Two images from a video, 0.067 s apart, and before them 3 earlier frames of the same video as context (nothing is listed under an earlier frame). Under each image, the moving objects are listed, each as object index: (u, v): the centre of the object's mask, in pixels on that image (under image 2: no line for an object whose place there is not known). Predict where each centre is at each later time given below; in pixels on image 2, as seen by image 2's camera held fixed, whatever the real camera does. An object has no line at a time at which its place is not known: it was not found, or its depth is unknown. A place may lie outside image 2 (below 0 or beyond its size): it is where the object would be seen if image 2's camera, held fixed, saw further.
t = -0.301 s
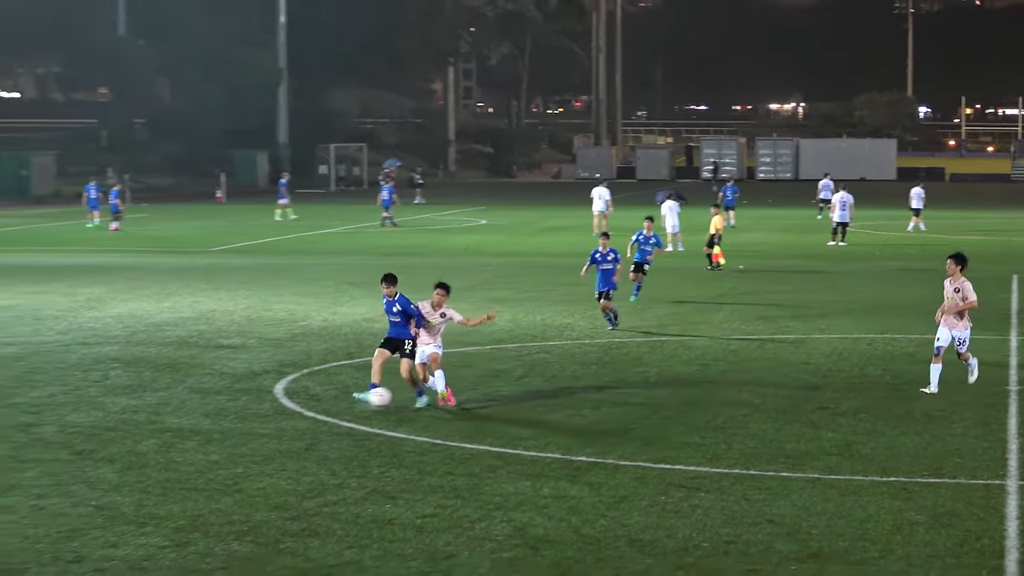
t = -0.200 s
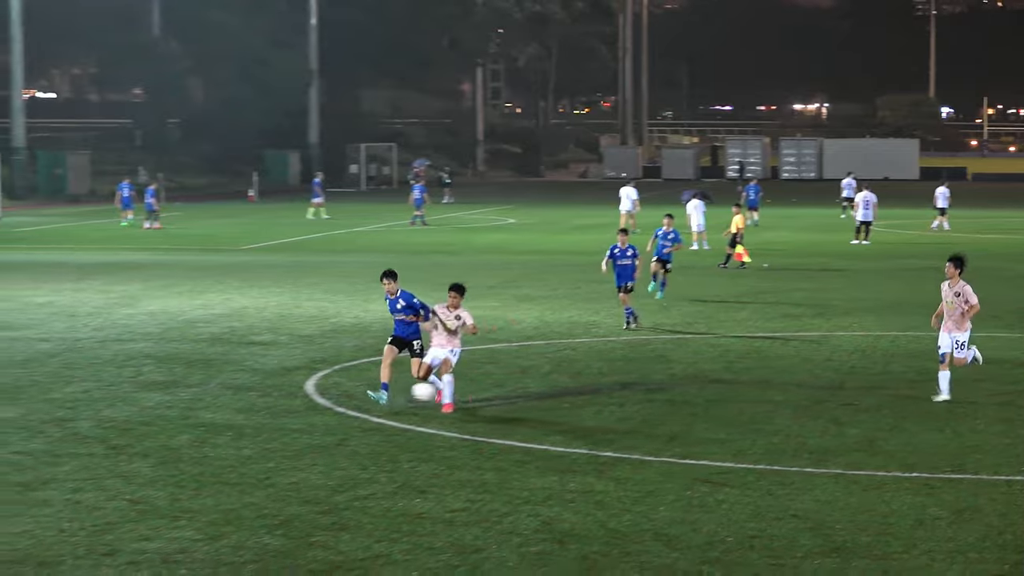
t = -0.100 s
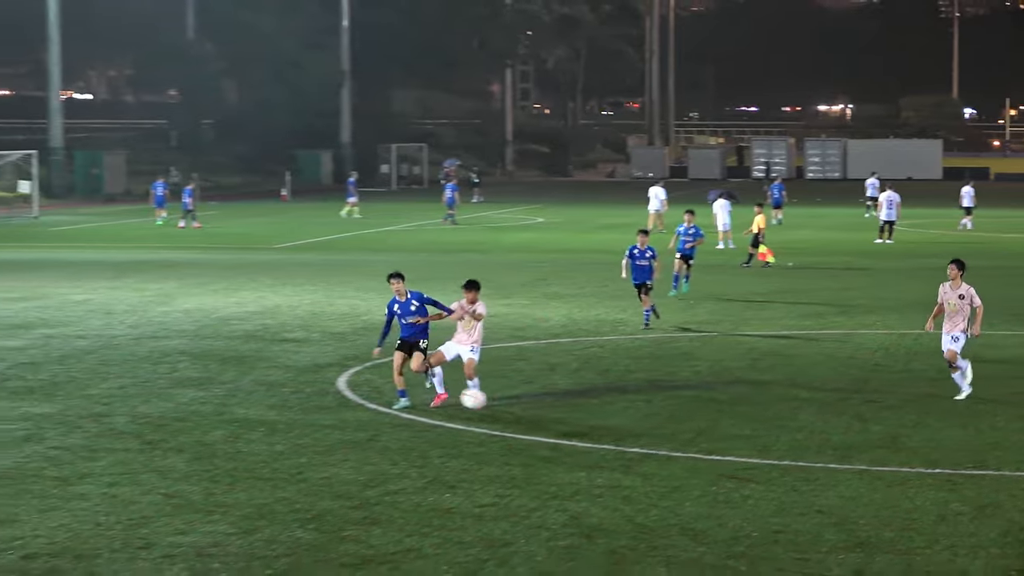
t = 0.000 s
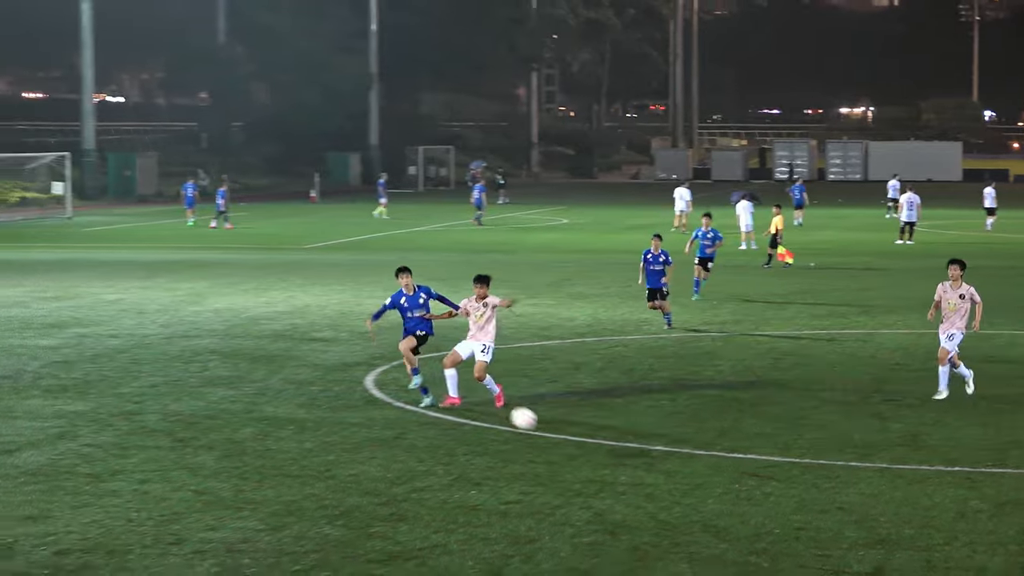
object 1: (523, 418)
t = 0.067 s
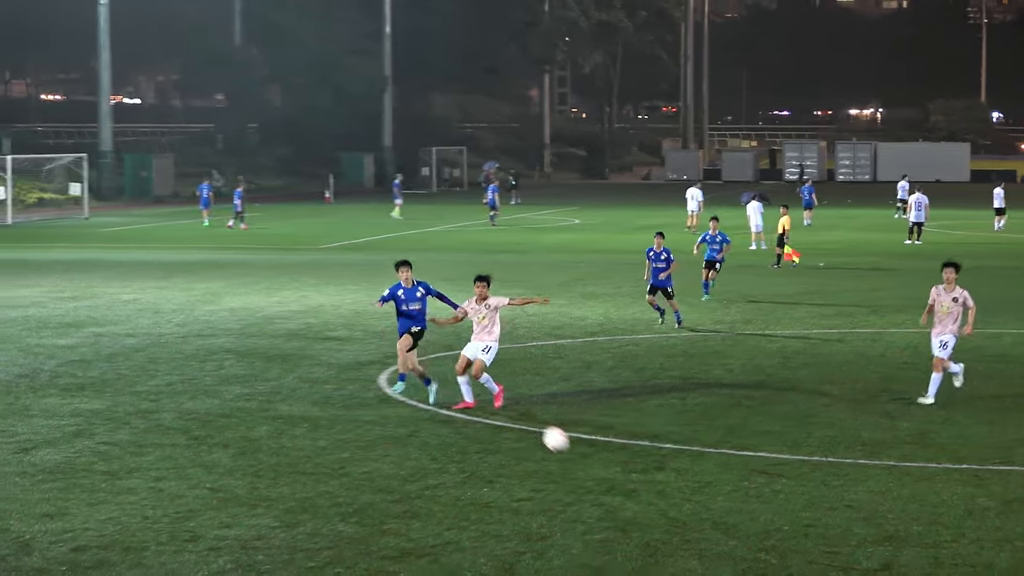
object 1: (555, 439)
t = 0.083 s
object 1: (561, 446)
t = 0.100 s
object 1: (567, 453)
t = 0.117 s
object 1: (573, 460)
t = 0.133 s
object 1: (578, 468)
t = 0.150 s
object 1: (584, 477)
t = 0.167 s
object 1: (591, 486)
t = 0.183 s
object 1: (598, 496)
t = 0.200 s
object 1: (605, 504)
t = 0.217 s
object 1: (611, 504)
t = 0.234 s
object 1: (618, 503)
